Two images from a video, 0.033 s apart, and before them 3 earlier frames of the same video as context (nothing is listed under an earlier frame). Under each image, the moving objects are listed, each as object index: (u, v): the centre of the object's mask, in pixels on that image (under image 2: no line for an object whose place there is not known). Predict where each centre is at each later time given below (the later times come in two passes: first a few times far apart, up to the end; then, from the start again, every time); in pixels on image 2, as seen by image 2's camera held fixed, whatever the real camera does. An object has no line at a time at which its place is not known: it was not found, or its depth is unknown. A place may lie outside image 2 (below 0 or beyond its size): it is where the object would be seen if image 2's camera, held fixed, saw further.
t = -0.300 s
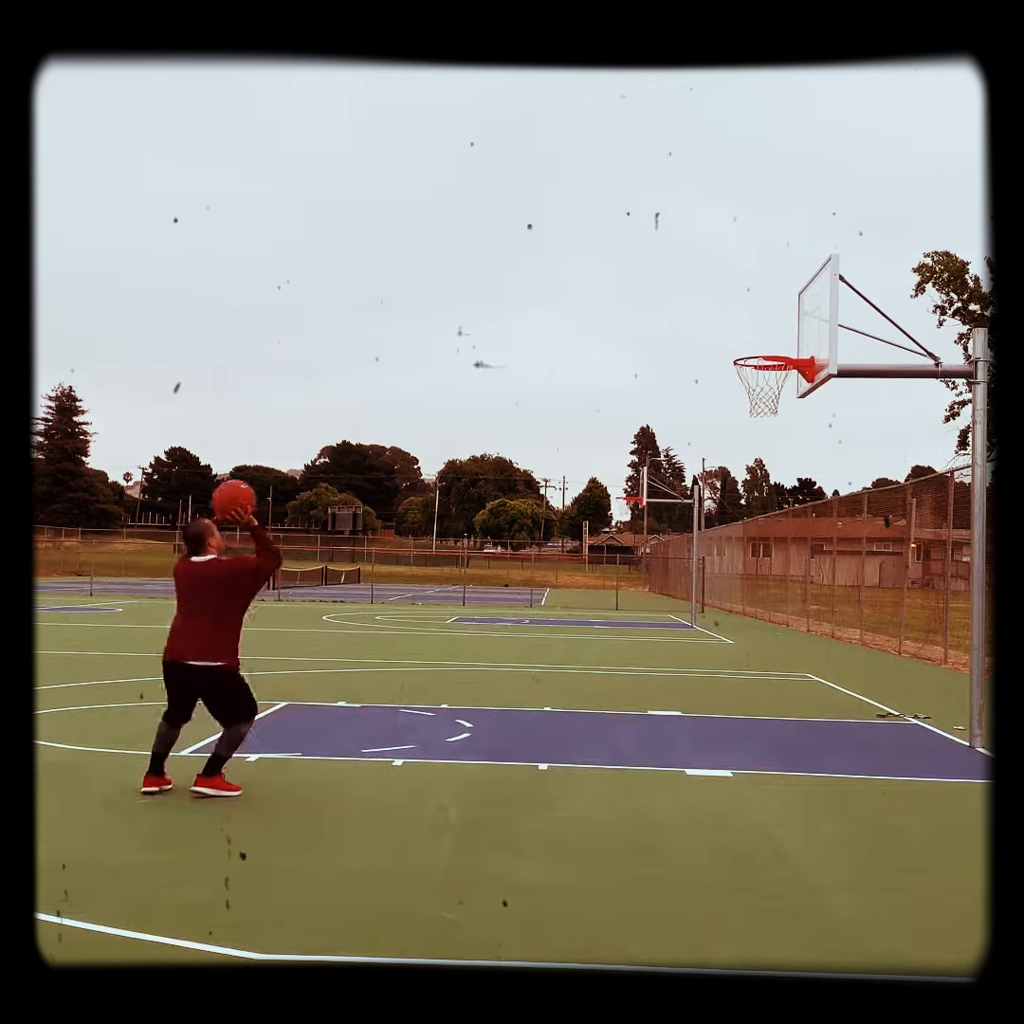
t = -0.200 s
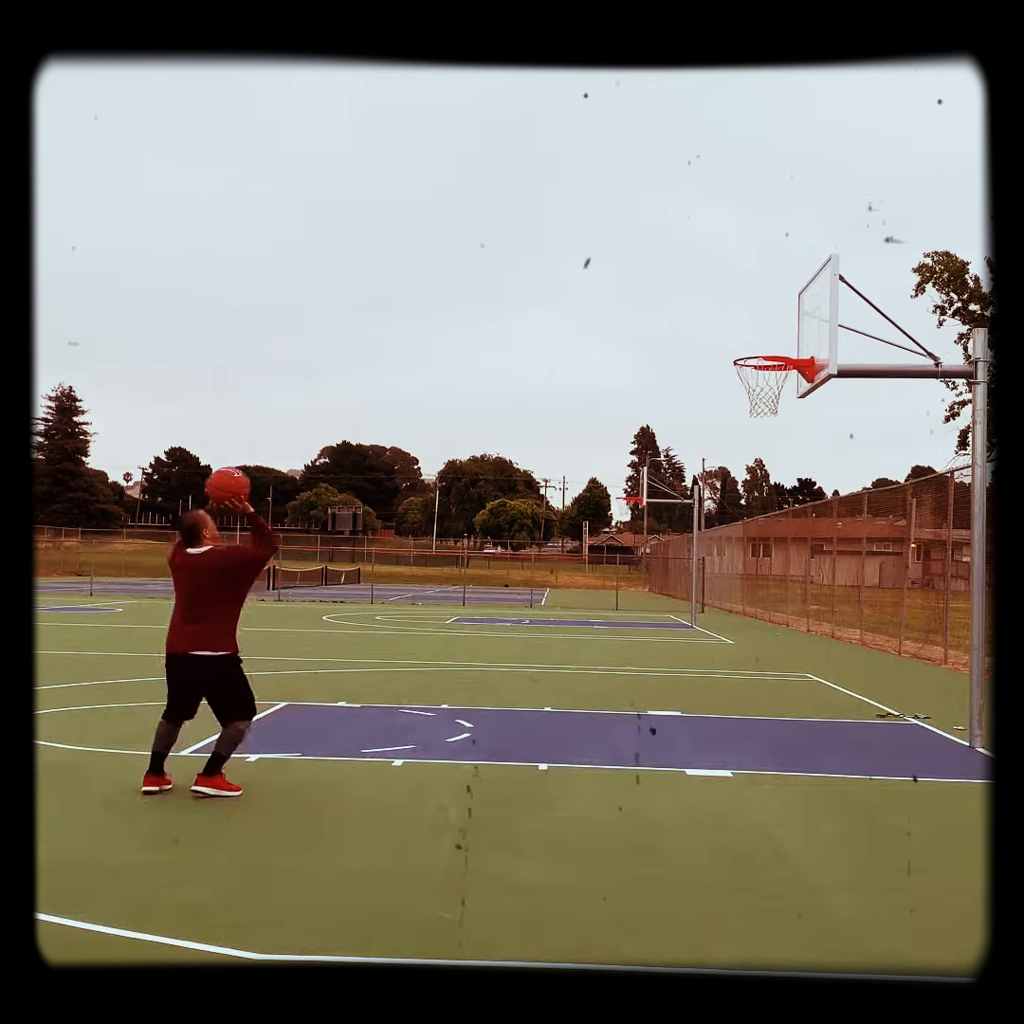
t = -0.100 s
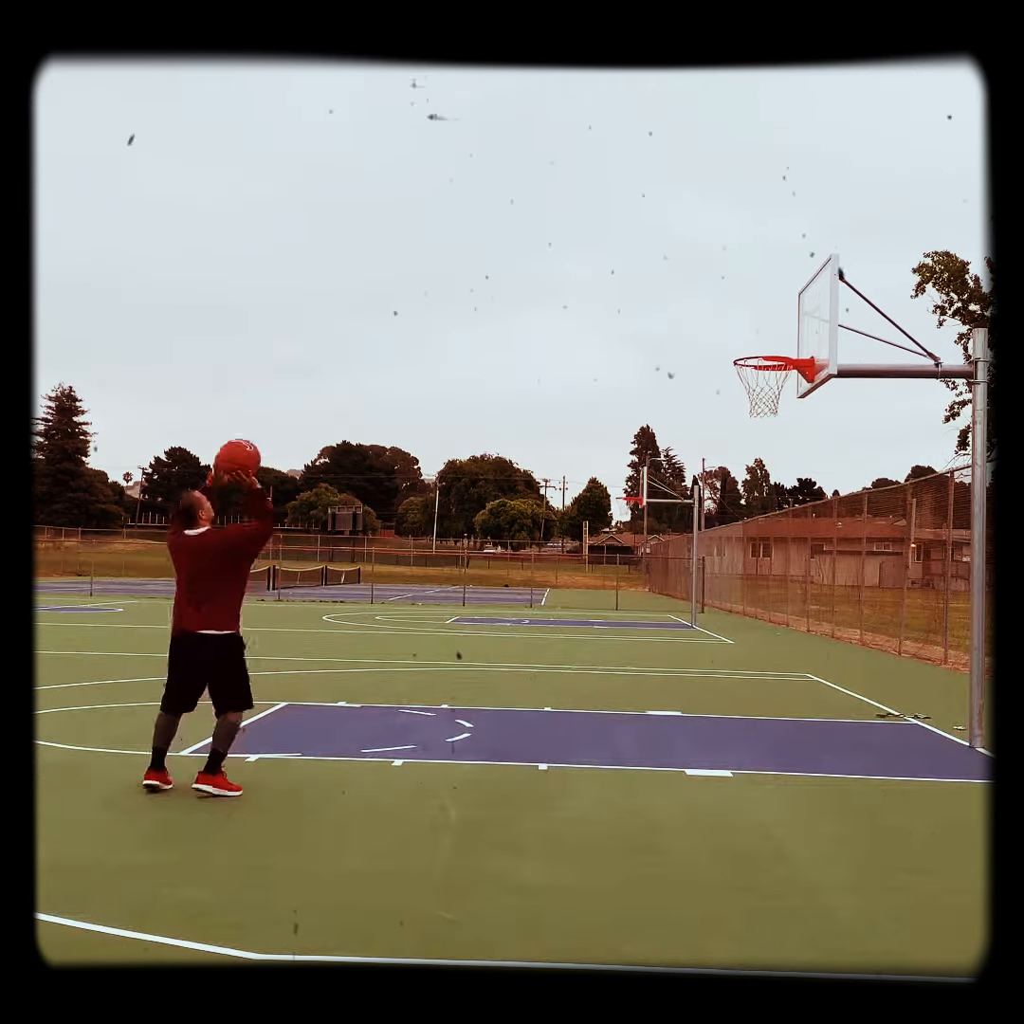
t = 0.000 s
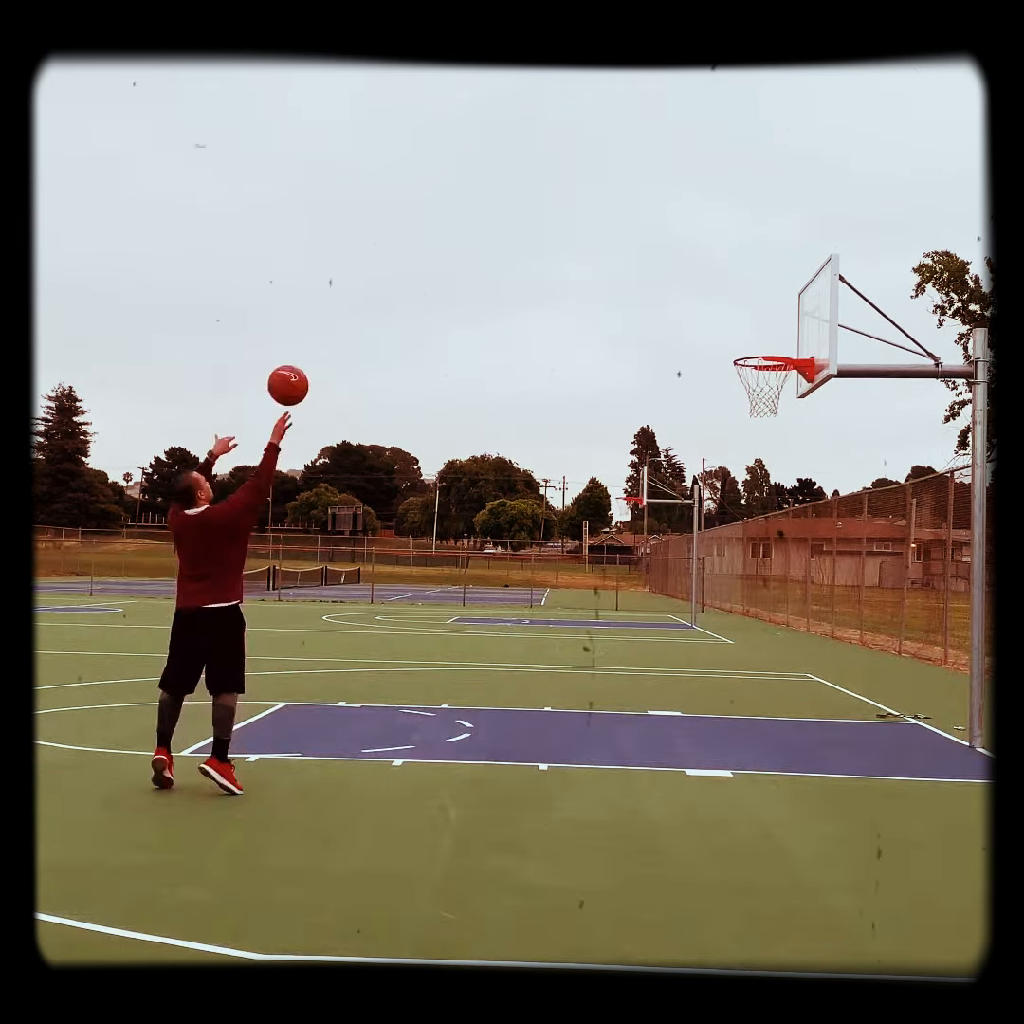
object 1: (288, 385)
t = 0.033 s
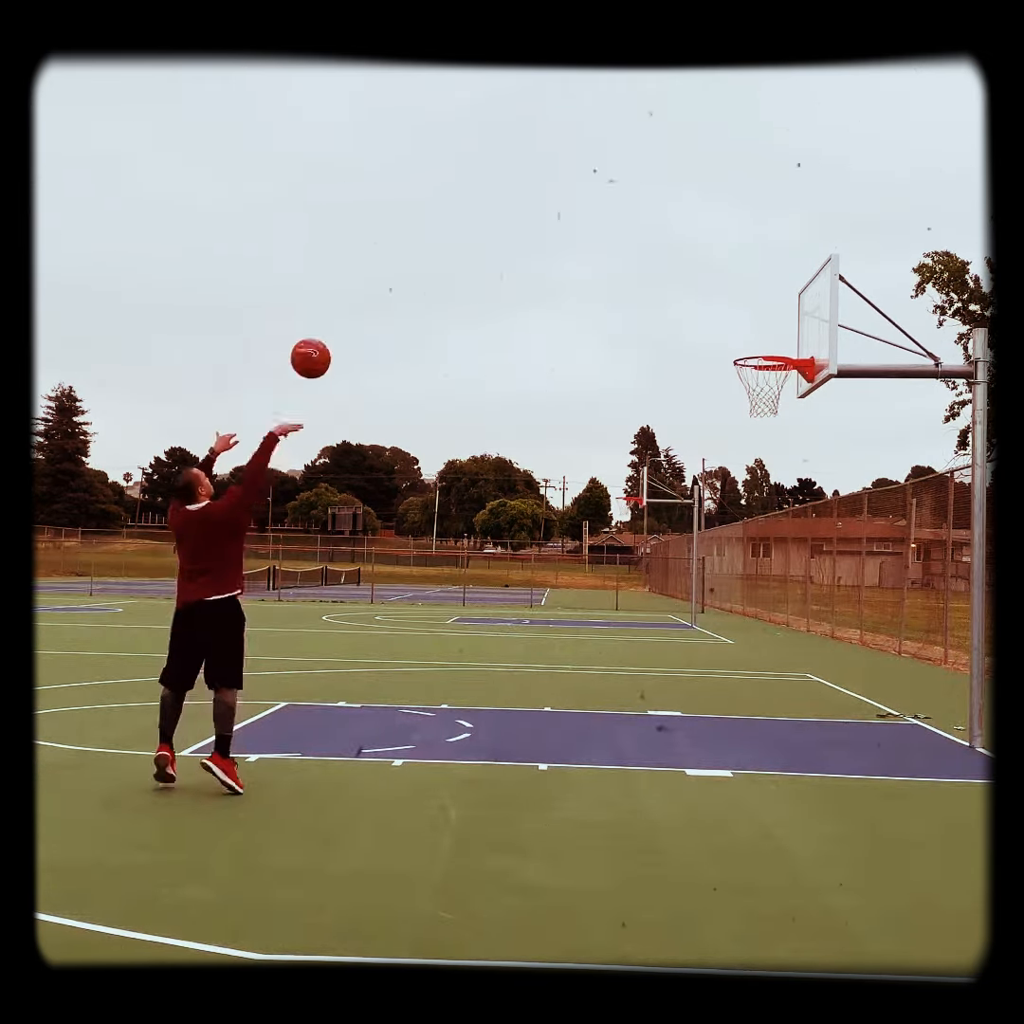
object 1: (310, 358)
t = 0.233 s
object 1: (433, 244)
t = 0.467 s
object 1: (553, 199)
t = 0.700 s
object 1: (654, 231)
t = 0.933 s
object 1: (741, 323)
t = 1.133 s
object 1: (777, 308)
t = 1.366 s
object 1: (786, 302)
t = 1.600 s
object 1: (756, 348)
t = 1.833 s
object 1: (735, 358)
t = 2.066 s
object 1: (714, 422)
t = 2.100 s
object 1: (711, 436)
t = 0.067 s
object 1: (333, 333)
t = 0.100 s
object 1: (354, 311)
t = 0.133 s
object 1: (374, 291)
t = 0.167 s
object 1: (394, 273)
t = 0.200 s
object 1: (414, 258)
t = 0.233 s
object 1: (433, 244)
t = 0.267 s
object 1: (451, 232)
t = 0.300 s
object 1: (469, 222)
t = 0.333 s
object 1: (487, 215)
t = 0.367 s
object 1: (504, 208)
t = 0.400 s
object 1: (521, 204)
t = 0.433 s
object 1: (537, 201)
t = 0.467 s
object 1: (553, 199)
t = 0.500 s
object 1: (568, 200)
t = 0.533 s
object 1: (583, 202)
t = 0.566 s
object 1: (598, 205)
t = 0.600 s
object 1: (612, 210)
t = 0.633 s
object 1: (627, 216)
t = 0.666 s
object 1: (641, 223)
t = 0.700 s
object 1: (654, 231)
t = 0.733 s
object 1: (667, 241)
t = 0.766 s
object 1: (680, 252)
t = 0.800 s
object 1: (693, 264)
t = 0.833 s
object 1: (705, 277)
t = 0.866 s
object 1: (718, 291)
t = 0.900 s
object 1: (729, 307)
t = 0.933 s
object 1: (741, 323)
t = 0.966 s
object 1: (752, 341)
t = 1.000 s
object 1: (758, 337)
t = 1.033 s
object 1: (763, 328)
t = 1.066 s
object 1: (768, 320)
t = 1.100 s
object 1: (773, 313)
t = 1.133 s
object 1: (777, 308)
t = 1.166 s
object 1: (783, 304)
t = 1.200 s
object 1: (787, 302)
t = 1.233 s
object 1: (792, 300)
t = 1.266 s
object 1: (797, 300)
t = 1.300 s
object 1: (794, 299)
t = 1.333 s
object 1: (790, 300)
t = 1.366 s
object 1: (786, 302)
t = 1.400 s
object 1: (782, 305)
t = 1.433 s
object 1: (777, 309)
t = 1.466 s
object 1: (774, 315)
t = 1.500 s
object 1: (769, 322)
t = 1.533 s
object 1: (765, 331)
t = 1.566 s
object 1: (761, 340)
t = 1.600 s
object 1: (756, 348)
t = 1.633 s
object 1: (753, 349)
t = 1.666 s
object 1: (750, 348)
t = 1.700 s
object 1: (747, 348)
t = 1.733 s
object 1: (744, 349)
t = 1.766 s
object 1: (741, 350)
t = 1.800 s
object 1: (738, 353)
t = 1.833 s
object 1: (735, 358)
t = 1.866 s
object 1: (732, 365)
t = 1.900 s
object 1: (728, 372)
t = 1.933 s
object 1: (727, 380)
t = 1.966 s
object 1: (724, 388)
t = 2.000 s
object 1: (721, 399)
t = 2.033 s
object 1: (717, 410)
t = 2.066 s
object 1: (714, 422)
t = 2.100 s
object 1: (711, 436)
